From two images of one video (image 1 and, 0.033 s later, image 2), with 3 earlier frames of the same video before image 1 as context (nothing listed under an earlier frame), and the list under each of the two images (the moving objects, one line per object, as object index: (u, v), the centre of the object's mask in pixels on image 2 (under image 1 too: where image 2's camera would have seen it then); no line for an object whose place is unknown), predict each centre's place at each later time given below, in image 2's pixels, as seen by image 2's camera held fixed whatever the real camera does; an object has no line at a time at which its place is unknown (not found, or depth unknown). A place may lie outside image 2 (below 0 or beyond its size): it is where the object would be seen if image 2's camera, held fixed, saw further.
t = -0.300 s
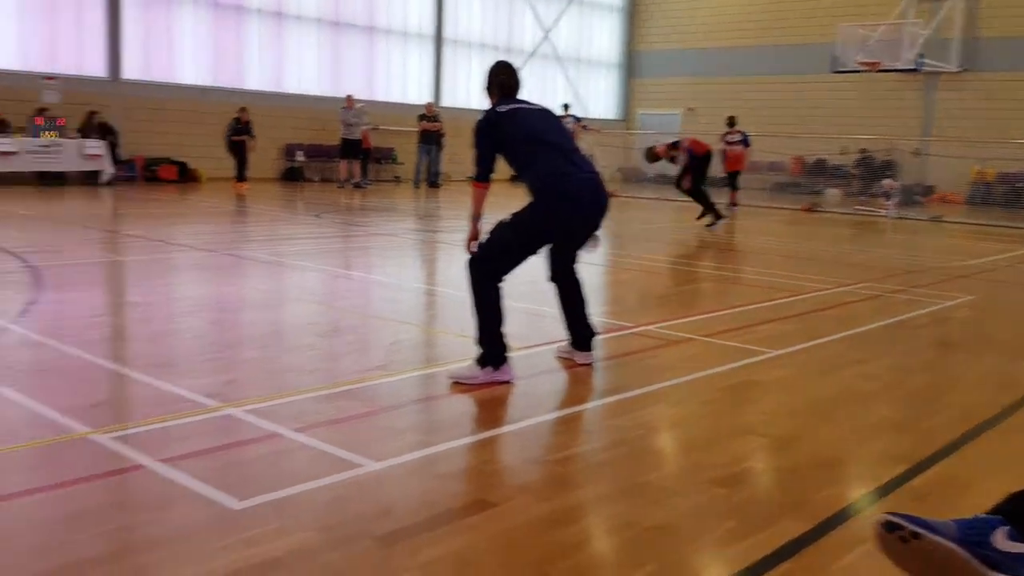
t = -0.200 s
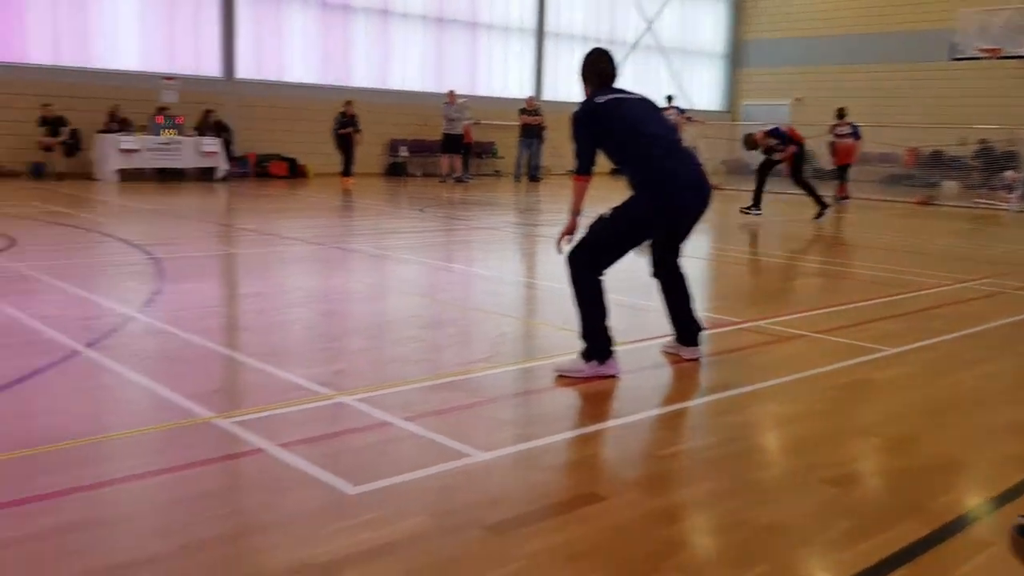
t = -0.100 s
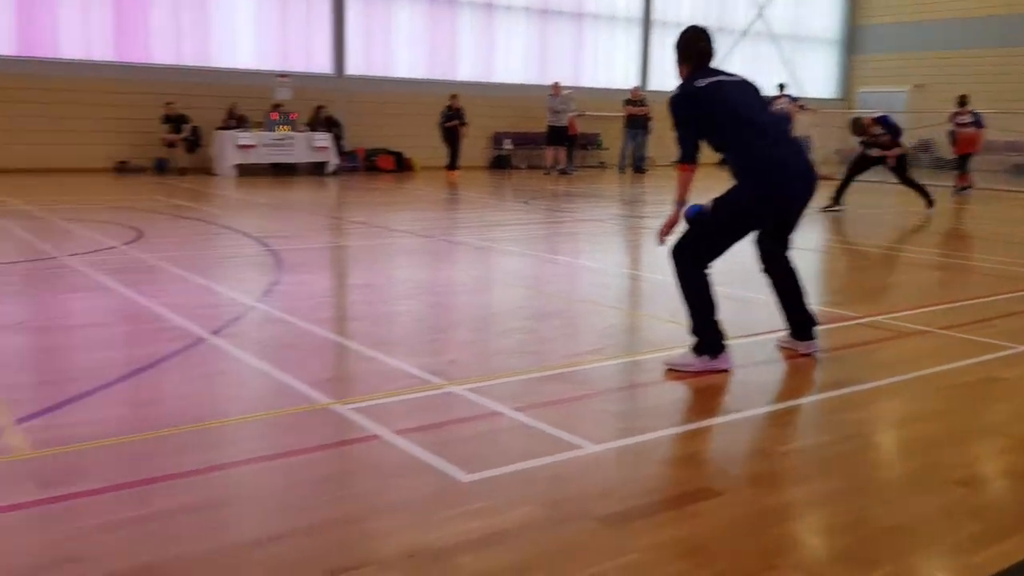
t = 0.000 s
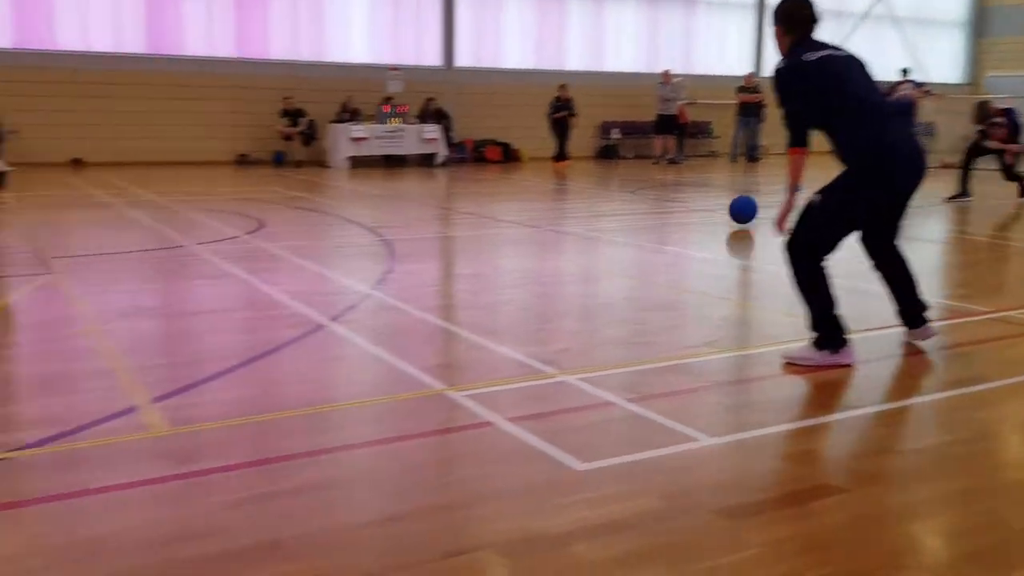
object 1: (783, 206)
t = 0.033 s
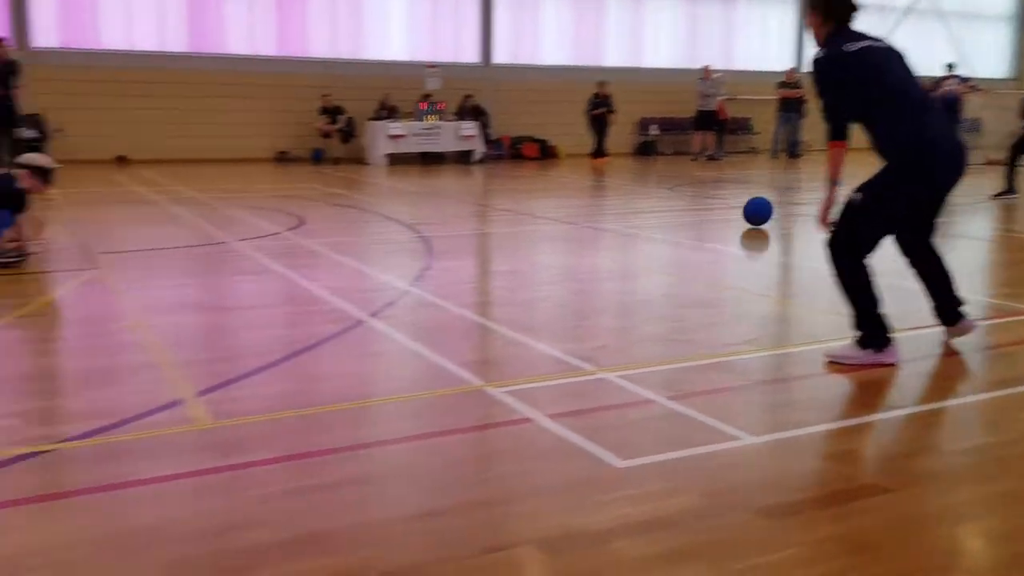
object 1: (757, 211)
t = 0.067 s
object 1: (731, 214)
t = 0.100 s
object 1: (704, 215)
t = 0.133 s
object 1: (675, 216)
